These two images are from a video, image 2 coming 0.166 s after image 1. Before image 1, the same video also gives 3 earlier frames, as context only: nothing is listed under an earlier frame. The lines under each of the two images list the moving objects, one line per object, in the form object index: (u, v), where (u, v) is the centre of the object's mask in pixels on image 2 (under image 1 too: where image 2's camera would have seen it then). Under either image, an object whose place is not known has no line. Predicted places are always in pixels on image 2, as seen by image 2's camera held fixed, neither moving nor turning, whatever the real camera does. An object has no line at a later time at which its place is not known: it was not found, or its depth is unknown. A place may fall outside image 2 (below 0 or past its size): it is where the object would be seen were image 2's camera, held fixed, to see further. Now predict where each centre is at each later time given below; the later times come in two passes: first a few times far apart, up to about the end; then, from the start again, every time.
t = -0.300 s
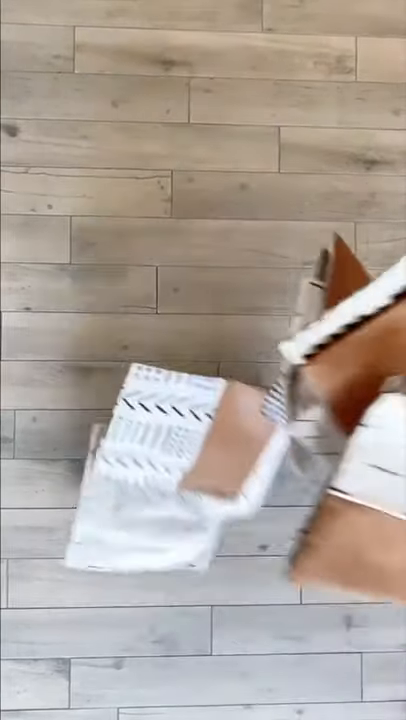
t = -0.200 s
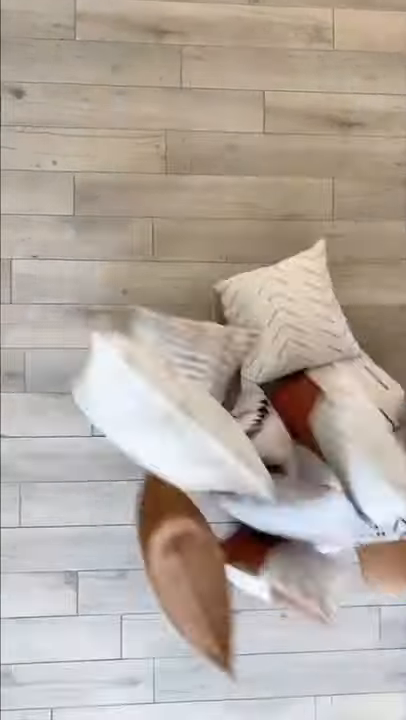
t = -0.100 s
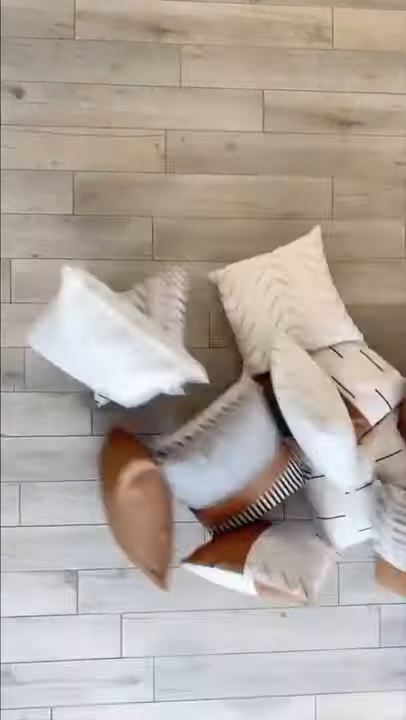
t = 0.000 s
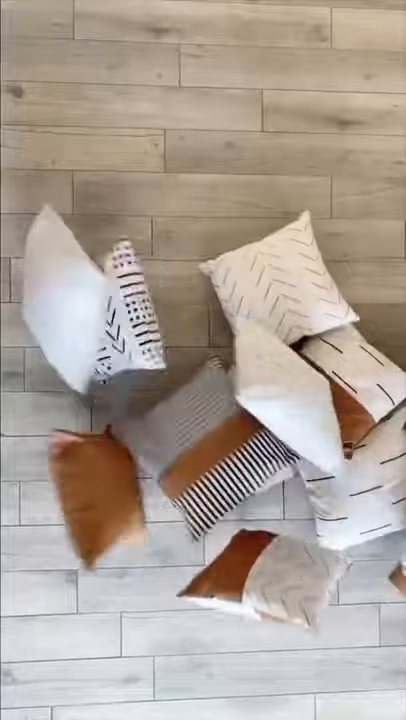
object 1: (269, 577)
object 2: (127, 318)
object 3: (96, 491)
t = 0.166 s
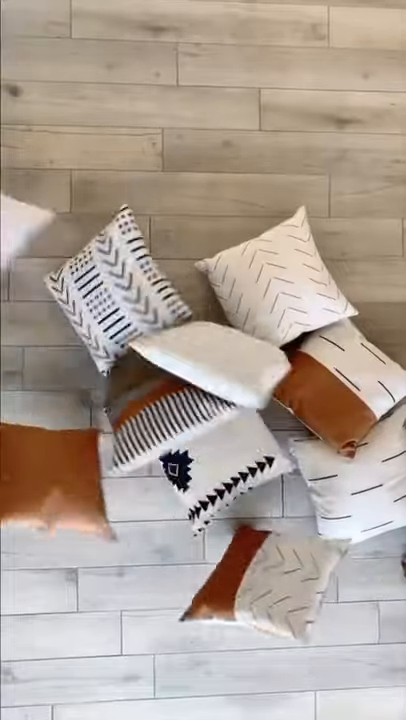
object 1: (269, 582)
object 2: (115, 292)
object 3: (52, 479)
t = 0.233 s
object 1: (266, 584)
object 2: (119, 283)
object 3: (43, 469)
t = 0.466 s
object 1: (281, 613)
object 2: (110, 264)
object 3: (47, 470)
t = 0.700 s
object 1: (309, 621)
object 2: (109, 255)
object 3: (49, 483)
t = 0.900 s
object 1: (295, 613)
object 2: (108, 256)
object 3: (50, 477)
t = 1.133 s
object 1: (293, 613)
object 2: (108, 256)
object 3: (51, 480)
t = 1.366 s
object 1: (298, 616)
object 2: (108, 255)
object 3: (53, 480)
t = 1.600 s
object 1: (295, 613)
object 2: (108, 255)
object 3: (54, 480)
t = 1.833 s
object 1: (296, 614)
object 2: (108, 255)
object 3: (54, 481)
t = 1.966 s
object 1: (295, 614)
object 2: (107, 255)
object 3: (55, 481)
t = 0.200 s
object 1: (267, 582)
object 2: (117, 287)
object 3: (47, 476)
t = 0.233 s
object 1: (266, 584)
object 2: (119, 283)
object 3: (43, 469)
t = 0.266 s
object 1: (268, 589)
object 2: (121, 280)
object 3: (39, 467)
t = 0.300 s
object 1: (271, 595)
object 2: (120, 275)
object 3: (39, 469)
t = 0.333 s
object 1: (274, 601)
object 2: (117, 271)
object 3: (40, 471)
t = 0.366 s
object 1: (276, 605)
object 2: (115, 268)
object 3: (42, 470)
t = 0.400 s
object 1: (278, 608)
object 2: (113, 266)
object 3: (44, 469)
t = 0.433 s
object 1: (279, 610)
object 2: (111, 265)
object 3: (46, 468)
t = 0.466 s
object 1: (281, 613)
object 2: (110, 264)
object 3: (47, 470)
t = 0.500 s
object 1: (289, 618)
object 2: (109, 265)
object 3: (47, 472)
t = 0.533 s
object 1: (294, 620)
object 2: (108, 265)
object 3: (47, 476)
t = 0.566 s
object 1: (299, 623)
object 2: (108, 263)
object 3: (48, 479)
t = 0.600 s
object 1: (303, 624)
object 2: (108, 261)
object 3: (48, 482)
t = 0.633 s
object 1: (306, 625)
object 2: (108, 259)
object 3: (48, 483)
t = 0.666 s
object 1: (308, 623)
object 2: (109, 257)
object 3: (48, 484)
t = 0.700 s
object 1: (309, 621)
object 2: (109, 255)
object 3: (49, 483)
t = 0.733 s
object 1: (309, 620)
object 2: (109, 254)
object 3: (49, 482)
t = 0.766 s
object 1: (308, 619)
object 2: (109, 254)
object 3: (49, 480)
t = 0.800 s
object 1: (306, 617)
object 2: (108, 255)
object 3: (50, 479)
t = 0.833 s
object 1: (303, 615)
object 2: (108, 255)
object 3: (50, 478)
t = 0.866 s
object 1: (298, 614)
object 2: (108, 255)
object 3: (50, 477)
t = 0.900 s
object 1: (295, 613)
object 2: (108, 256)
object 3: (50, 477)
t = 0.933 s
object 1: (292, 614)
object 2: (108, 256)
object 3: (51, 478)
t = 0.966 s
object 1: (292, 615)
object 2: (108, 256)
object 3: (51, 479)
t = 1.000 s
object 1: (292, 616)
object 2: (108, 256)
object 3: (51, 479)
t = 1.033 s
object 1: (291, 616)
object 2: (108, 255)
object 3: (51, 480)
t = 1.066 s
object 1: (291, 615)
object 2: (108, 255)
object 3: (51, 480)
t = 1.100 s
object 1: (292, 614)
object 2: (108, 255)
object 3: (51, 480)
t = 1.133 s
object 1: (293, 613)
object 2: (108, 256)
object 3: (51, 480)
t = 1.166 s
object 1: (295, 612)
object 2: (108, 256)
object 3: (52, 480)
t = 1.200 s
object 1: (296, 613)
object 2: (108, 255)
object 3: (52, 480)
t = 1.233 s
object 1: (298, 614)
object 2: (108, 256)
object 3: (52, 480)
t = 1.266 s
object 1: (299, 615)
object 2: (108, 256)
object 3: (52, 480)
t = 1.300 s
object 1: (299, 615)
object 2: (108, 255)
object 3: (53, 480)
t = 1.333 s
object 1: (298, 616)
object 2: (108, 256)
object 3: (53, 480)
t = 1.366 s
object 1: (298, 616)
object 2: (108, 255)
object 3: (53, 480)
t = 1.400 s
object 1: (296, 615)
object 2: (108, 255)
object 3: (53, 480)
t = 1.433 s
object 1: (295, 615)
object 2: (108, 255)
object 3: (53, 481)
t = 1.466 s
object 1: (294, 614)
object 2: (108, 255)
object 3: (53, 480)
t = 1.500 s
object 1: (294, 614)
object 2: (108, 255)
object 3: (53, 480)
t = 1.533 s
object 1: (294, 613)
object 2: (108, 255)
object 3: (53, 480)
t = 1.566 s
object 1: (294, 613)
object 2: (108, 255)
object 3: (53, 480)
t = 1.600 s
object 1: (295, 613)
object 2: (108, 255)
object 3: (54, 480)
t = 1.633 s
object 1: (295, 614)
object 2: (108, 255)
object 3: (54, 480)
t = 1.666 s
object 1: (296, 614)
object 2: (108, 255)
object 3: (54, 480)
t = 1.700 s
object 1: (296, 614)
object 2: (108, 255)
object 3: (54, 480)
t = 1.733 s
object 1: (296, 615)
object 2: (108, 255)
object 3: (54, 480)
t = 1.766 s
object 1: (296, 615)
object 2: (107, 255)
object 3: (54, 480)
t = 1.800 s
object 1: (296, 615)
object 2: (107, 255)
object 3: (54, 480)
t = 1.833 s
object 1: (296, 614)
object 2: (108, 255)
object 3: (54, 481)
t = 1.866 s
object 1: (295, 614)
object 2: (108, 255)
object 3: (54, 480)
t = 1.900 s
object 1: (295, 614)
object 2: (108, 255)
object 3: (54, 480)
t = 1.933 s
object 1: (295, 614)
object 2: (107, 255)
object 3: (54, 481)
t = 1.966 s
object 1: (295, 614)
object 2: (107, 255)
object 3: (55, 481)
